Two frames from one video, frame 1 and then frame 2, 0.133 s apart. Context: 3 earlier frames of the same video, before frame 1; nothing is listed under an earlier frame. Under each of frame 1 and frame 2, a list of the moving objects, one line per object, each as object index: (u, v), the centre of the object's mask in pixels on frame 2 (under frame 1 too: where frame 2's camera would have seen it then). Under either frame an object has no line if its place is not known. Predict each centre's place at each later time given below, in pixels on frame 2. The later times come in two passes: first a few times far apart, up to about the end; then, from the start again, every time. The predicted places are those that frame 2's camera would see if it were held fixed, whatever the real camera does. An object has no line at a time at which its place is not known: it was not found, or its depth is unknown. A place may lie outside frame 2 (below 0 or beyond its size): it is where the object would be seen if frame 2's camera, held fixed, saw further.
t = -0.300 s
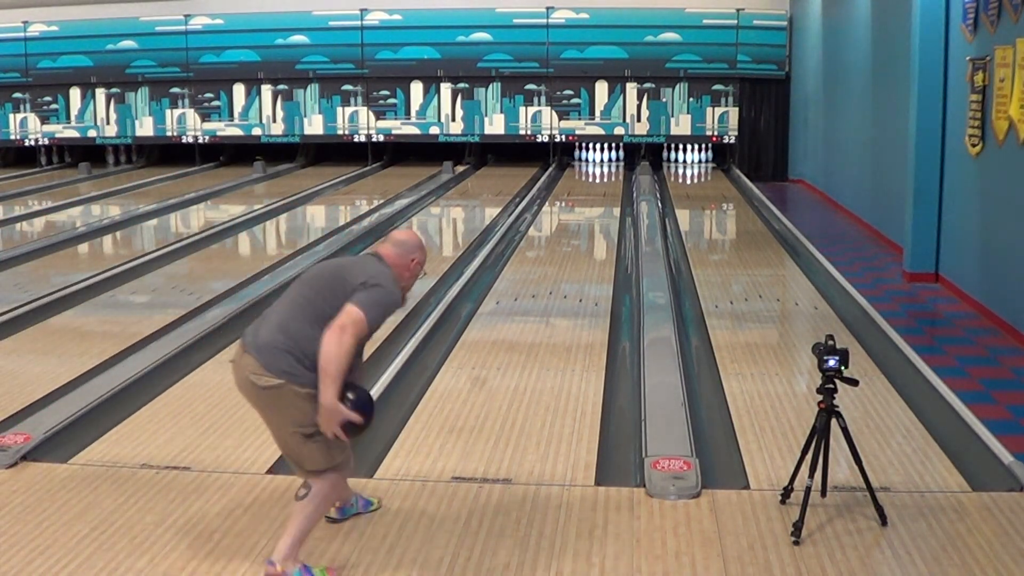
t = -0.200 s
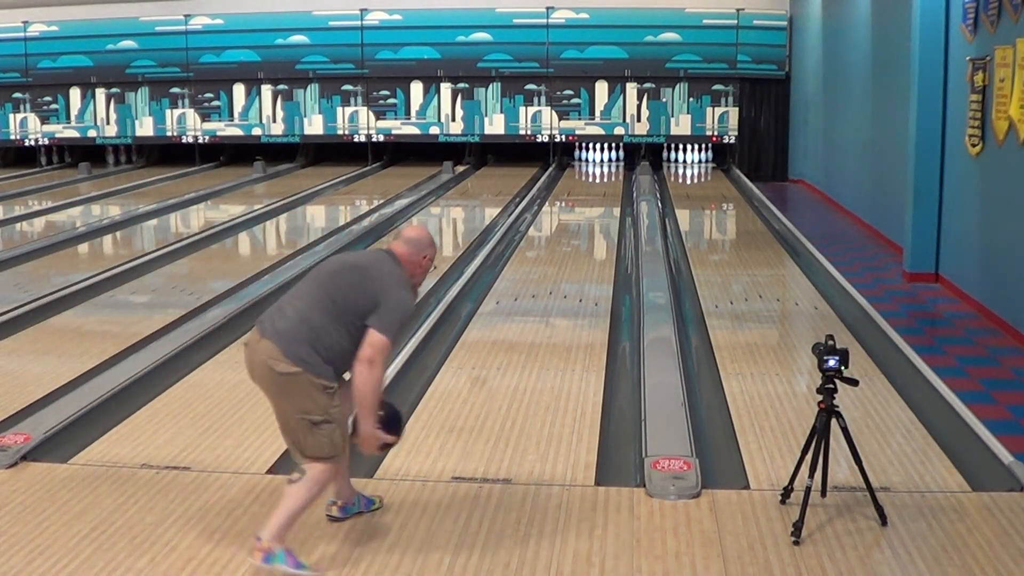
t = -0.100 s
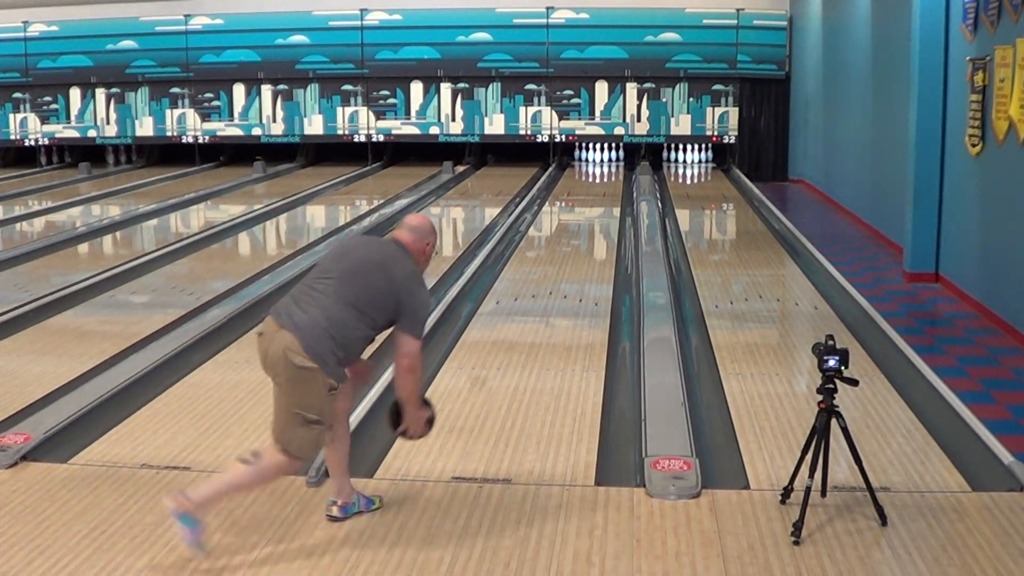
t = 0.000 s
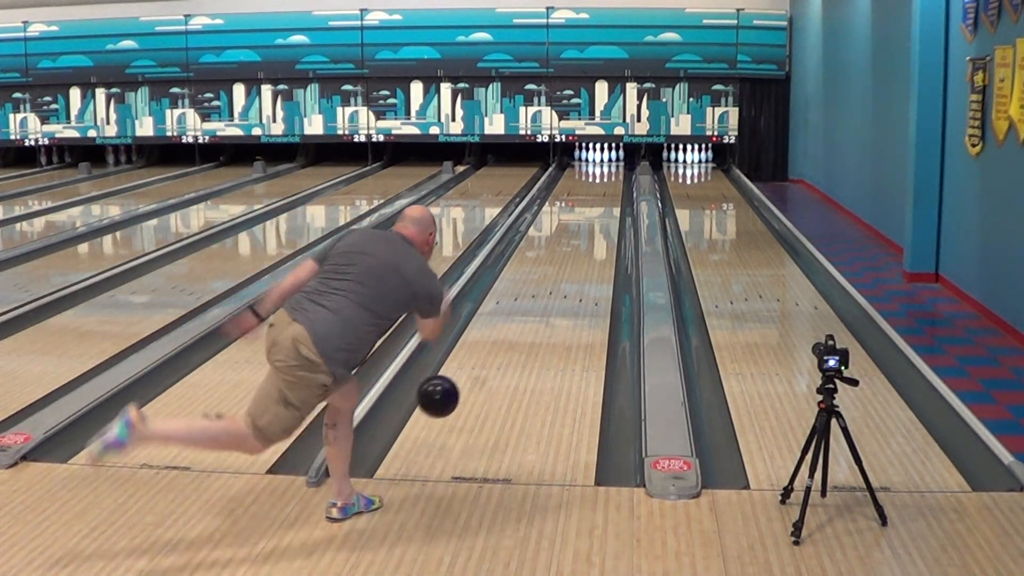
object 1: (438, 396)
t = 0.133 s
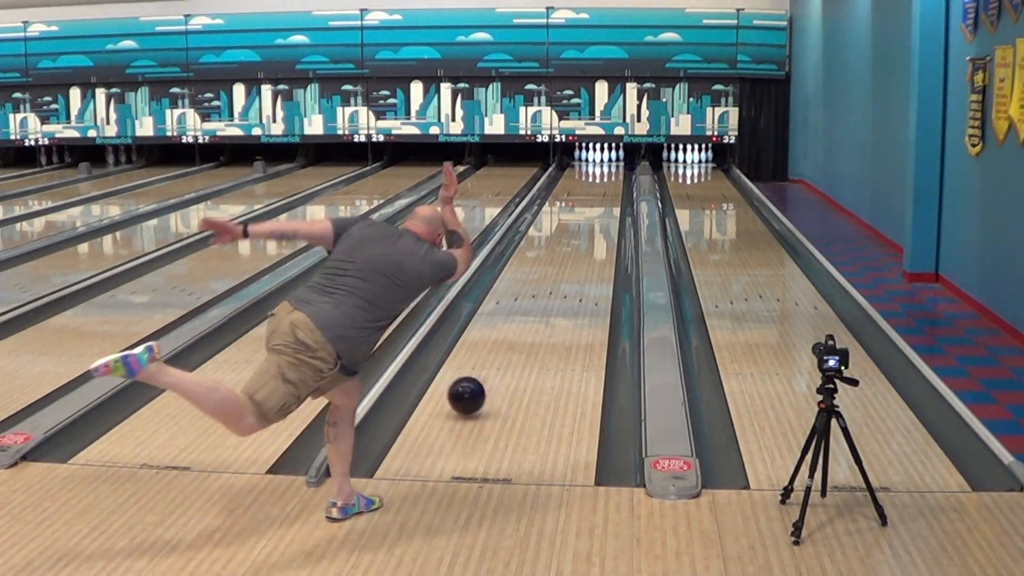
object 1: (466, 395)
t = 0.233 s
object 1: (484, 370)
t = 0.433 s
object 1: (511, 332)
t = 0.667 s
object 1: (535, 295)
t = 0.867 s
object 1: (551, 271)
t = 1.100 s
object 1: (565, 249)
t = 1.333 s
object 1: (576, 231)
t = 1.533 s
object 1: (584, 218)
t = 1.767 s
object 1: (592, 206)
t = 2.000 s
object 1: (597, 195)
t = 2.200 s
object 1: (602, 187)
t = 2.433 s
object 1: (604, 179)
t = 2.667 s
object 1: (603, 173)
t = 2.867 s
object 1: (602, 167)
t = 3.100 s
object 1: (599, 163)
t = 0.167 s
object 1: (473, 388)
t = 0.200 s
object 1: (478, 377)
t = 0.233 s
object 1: (484, 370)
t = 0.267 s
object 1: (489, 364)
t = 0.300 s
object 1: (494, 357)
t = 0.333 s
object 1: (498, 351)
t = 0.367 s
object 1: (503, 344)
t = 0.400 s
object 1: (507, 338)
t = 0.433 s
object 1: (511, 332)
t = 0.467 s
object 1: (515, 326)
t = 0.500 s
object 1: (519, 320)
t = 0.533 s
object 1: (522, 315)
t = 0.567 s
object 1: (526, 310)
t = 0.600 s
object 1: (529, 305)
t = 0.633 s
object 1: (532, 300)
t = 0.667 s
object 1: (535, 295)
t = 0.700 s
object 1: (538, 291)
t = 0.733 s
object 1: (540, 287)
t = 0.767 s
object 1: (543, 283)
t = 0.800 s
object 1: (546, 279)
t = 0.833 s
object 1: (548, 275)
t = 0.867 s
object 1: (551, 271)
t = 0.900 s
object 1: (553, 268)
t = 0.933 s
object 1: (555, 265)
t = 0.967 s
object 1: (557, 261)
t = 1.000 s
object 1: (559, 258)
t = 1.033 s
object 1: (561, 255)
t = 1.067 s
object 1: (563, 252)
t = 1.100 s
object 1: (565, 249)
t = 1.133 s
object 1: (567, 246)
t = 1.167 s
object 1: (569, 244)
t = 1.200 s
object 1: (570, 241)
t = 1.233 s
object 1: (572, 239)
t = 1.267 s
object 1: (573, 236)
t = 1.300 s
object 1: (575, 234)
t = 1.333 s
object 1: (576, 231)
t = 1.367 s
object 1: (578, 229)
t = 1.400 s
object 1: (579, 227)
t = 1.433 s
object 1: (580, 225)
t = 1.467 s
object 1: (582, 222)
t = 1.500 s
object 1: (583, 220)
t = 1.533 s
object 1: (584, 218)
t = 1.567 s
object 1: (585, 216)
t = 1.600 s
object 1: (586, 215)
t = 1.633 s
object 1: (587, 213)
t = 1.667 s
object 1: (588, 211)
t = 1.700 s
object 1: (590, 209)
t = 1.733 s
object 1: (591, 208)
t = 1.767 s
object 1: (592, 206)
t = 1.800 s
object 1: (593, 204)
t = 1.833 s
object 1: (593, 203)
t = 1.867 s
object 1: (594, 201)
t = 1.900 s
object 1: (595, 199)
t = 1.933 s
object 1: (596, 198)
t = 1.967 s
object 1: (597, 196)
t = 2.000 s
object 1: (597, 195)
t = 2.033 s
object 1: (598, 194)
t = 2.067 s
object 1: (599, 192)
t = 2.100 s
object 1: (600, 191)
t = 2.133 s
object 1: (600, 190)
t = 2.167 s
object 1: (601, 189)
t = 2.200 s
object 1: (602, 187)
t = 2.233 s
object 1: (602, 186)
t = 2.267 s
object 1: (603, 185)
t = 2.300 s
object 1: (603, 184)
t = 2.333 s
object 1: (603, 183)
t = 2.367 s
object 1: (603, 181)
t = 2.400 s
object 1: (604, 180)
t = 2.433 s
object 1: (604, 179)
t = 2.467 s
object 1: (604, 178)
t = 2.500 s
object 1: (604, 177)
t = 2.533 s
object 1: (604, 176)
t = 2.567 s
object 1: (604, 175)
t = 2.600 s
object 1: (604, 175)
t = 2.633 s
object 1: (604, 174)
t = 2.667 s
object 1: (603, 173)
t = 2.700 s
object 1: (603, 172)
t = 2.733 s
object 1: (603, 171)
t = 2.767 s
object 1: (603, 170)
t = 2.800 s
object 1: (602, 169)
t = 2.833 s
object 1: (602, 168)
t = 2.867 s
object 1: (602, 167)
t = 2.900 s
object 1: (601, 167)
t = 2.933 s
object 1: (601, 166)
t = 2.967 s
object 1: (601, 165)
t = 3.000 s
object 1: (600, 165)
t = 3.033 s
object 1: (600, 164)
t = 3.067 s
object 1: (599, 163)
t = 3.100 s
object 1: (599, 163)
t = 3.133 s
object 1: (599, 162)
